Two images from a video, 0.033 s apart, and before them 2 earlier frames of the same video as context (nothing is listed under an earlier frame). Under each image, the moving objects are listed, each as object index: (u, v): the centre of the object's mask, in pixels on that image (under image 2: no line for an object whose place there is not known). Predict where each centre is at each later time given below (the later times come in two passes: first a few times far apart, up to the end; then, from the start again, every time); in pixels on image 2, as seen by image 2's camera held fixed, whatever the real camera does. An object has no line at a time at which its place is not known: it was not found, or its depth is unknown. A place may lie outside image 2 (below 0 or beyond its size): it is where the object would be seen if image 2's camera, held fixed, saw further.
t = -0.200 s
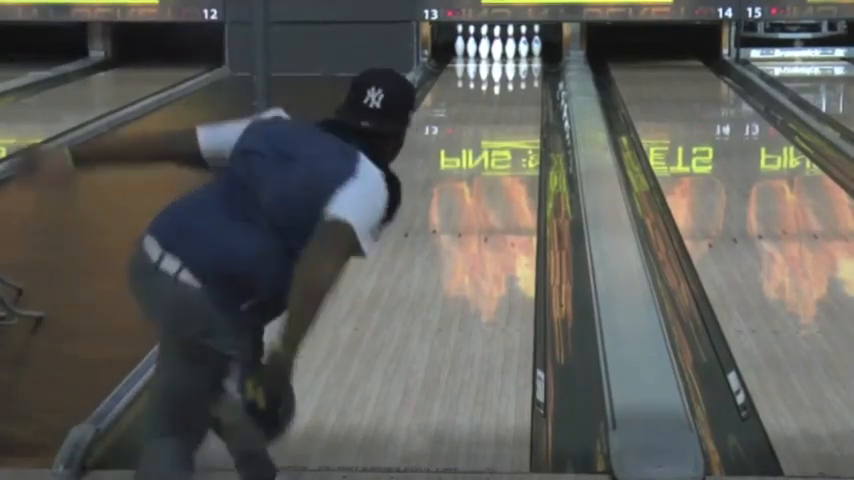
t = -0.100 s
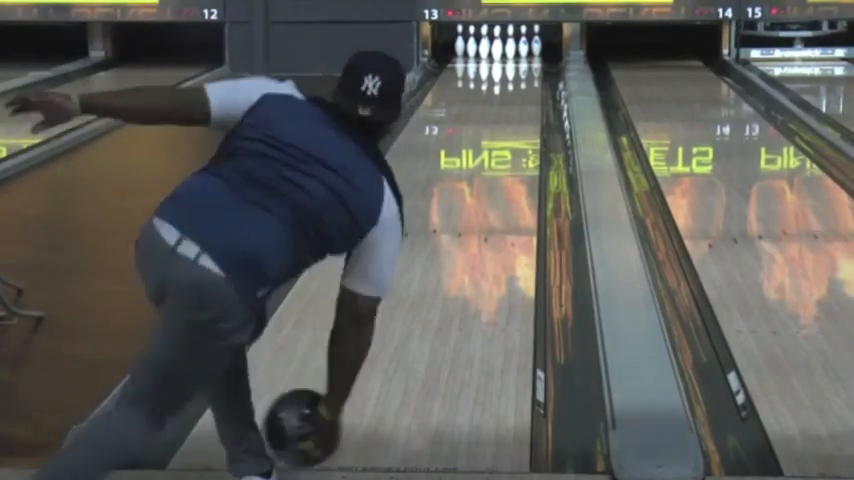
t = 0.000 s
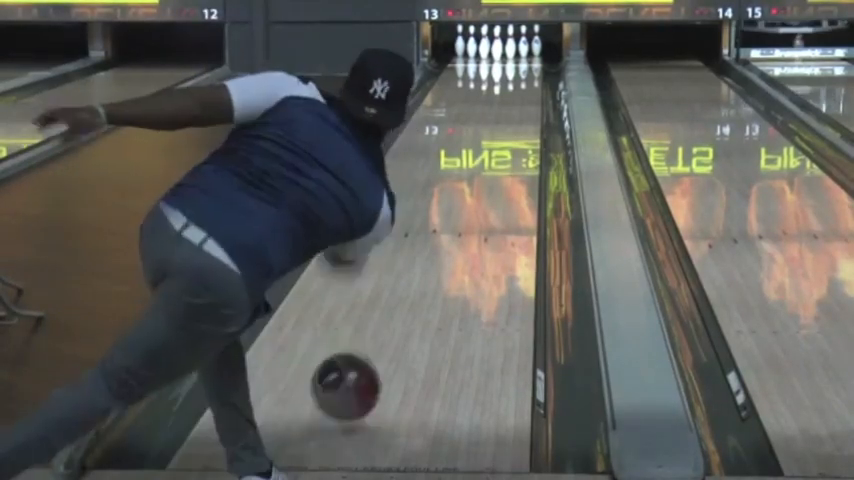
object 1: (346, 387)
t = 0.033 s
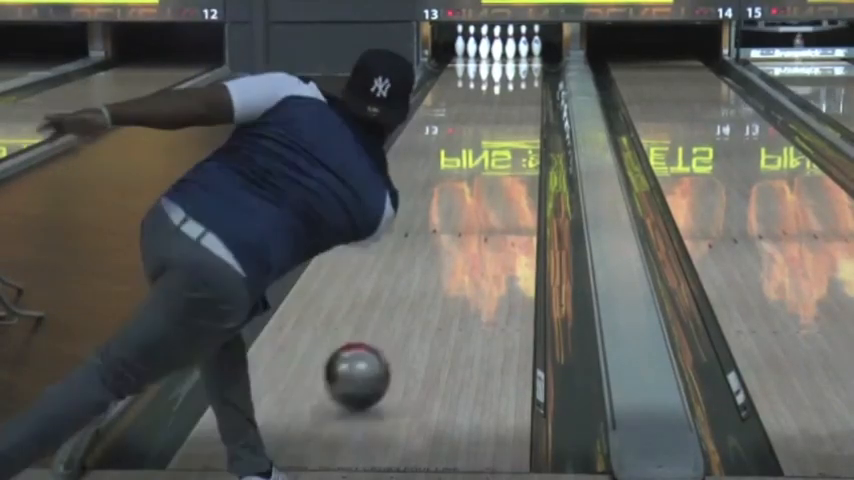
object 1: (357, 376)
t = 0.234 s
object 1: (409, 297)
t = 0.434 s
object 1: (444, 239)
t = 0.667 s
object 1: (472, 191)
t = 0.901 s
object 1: (491, 155)
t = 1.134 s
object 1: (505, 129)
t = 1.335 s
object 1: (512, 111)
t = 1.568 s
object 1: (517, 93)
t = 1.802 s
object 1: (517, 78)
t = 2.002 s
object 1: (516, 69)
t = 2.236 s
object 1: (509, 59)
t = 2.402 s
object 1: (501, 53)
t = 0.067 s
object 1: (367, 364)
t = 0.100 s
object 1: (377, 347)
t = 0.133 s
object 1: (385, 335)
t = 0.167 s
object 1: (394, 321)
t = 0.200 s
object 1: (402, 309)
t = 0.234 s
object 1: (409, 297)
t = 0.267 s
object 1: (416, 286)
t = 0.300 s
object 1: (422, 275)
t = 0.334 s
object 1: (428, 265)
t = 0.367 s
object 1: (434, 256)
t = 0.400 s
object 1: (439, 248)
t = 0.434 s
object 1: (444, 239)
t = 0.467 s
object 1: (449, 231)
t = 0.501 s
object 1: (453, 224)
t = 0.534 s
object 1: (457, 217)
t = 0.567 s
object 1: (461, 210)
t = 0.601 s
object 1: (465, 203)
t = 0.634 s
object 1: (469, 197)
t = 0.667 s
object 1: (472, 191)
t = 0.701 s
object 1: (475, 185)
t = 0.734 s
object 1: (478, 180)
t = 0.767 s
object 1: (481, 175)
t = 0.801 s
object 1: (484, 170)
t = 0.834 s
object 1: (487, 165)
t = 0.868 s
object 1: (489, 160)
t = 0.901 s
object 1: (491, 155)
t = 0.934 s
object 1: (494, 151)
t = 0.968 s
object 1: (496, 147)
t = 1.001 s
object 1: (498, 143)
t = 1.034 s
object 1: (499, 139)
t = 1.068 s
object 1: (501, 136)
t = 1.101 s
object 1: (504, 132)
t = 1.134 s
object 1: (505, 129)
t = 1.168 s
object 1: (507, 125)
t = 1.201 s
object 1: (508, 122)
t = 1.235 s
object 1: (510, 119)
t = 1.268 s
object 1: (511, 117)
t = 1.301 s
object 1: (512, 113)
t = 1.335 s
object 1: (512, 111)
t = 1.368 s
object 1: (514, 108)
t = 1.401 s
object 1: (515, 106)
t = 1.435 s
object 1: (516, 102)
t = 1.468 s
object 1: (516, 99)
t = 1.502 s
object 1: (516, 98)
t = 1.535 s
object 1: (516, 95)
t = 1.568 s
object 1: (517, 93)
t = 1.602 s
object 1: (517, 91)
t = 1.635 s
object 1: (518, 89)
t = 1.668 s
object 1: (518, 86)
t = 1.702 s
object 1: (518, 84)
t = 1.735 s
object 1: (518, 82)
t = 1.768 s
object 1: (518, 81)
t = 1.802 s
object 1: (517, 78)
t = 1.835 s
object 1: (517, 77)
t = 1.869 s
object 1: (517, 75)
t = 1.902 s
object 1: (517, 74)
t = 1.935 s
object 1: (516, 72)
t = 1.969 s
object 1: (516, 70)
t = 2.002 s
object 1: (516, 69)
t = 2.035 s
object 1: (516, 68)
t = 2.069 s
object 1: (513, 65)
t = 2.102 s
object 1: (512, 64)
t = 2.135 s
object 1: (511, 63)
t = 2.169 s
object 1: (511, 61)
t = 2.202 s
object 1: (510, 59)
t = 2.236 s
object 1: (509, 59)
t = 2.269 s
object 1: (507, 57)
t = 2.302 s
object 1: (506, 56)
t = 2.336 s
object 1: (504, 55)
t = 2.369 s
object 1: (503, 54)
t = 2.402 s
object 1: (501, 53)
